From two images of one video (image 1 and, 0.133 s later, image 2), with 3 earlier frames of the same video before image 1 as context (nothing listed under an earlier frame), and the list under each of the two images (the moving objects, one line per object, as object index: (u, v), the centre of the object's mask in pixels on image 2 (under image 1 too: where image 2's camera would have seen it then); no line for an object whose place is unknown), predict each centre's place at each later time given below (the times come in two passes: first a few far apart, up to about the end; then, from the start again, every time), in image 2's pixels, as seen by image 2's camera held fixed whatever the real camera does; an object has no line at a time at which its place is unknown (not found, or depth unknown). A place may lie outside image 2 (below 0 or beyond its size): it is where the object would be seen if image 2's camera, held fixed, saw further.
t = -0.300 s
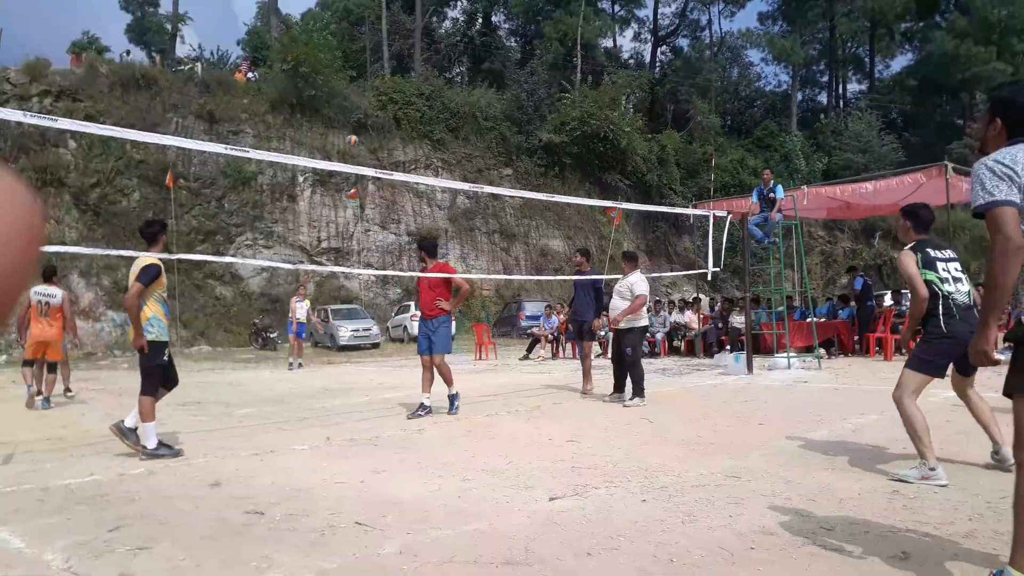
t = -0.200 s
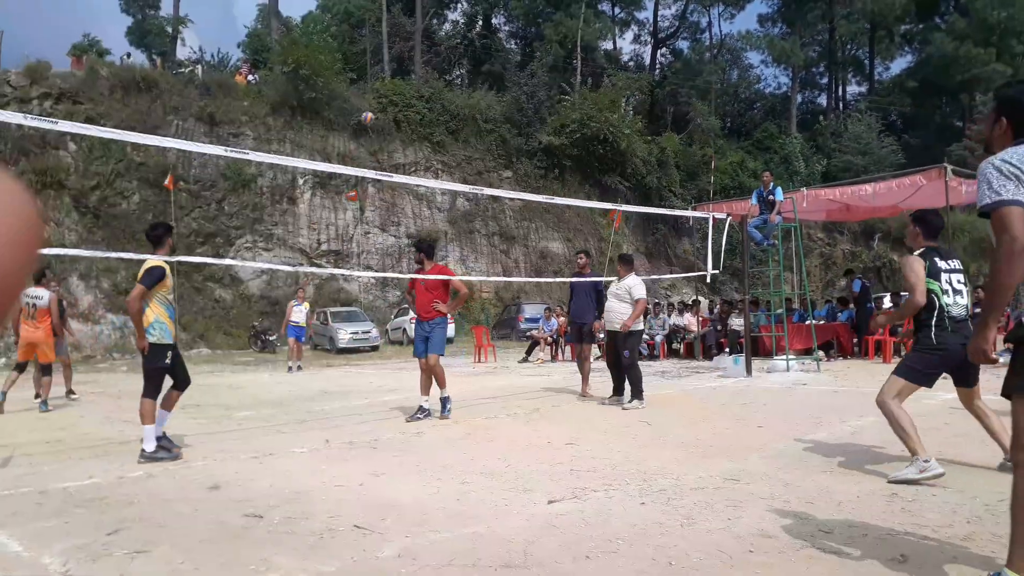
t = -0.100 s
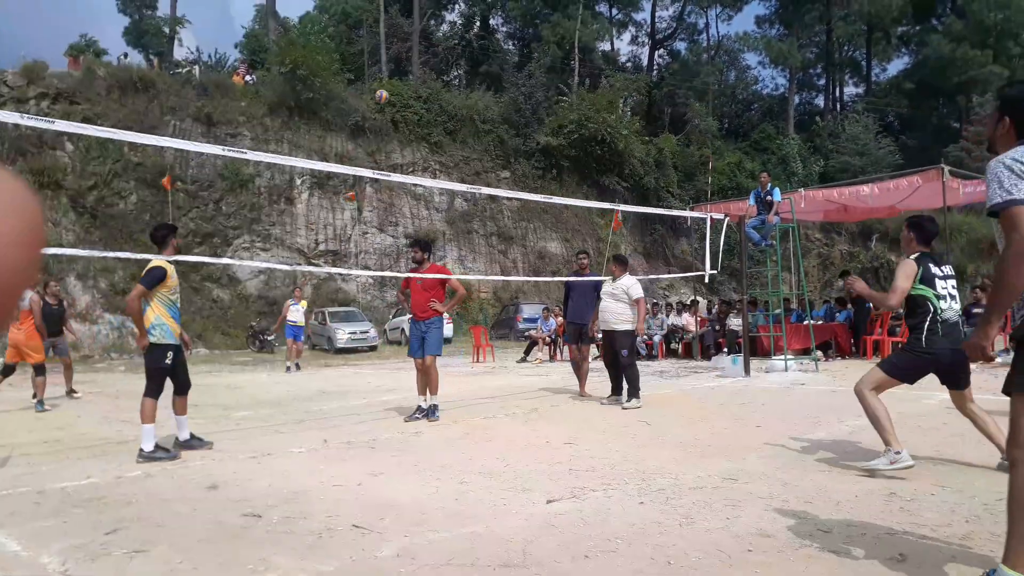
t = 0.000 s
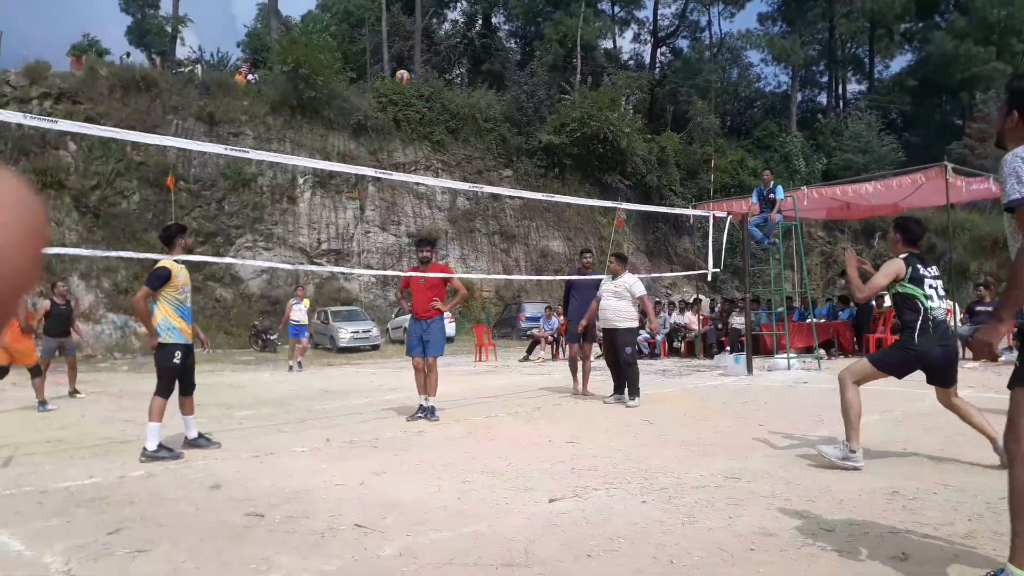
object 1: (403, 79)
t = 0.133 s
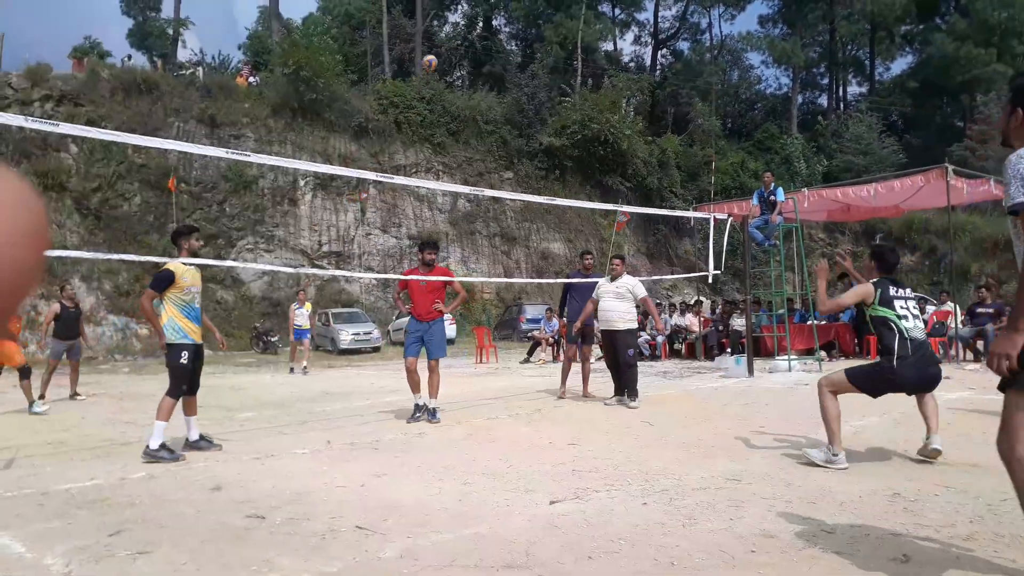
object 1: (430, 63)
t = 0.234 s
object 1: (452, 55)
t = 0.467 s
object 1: (512, 66)
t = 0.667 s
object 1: (577, 118)
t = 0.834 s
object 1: (645, 206)
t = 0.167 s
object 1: (437, 60)
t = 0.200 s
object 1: (444, 58)
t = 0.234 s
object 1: (452, 55)
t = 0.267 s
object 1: (460, 55)
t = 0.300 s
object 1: (468, 54)
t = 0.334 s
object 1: (476, 55)
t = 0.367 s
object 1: (485, 57)
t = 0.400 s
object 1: (494, 59)
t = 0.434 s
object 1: (503, 62)
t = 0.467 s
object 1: (512, 66)
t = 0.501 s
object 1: (522, 72)
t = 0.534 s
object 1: (532, 78)
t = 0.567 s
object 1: (542, 86)
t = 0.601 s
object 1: (552, 95)
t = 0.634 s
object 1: (564, 106)
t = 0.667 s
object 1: (577, 118)
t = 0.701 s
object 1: (589, 132)
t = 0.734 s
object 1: (602, 148)
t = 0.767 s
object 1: (616, 165)
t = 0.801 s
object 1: (630, 184)
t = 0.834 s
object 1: (645, 206)
